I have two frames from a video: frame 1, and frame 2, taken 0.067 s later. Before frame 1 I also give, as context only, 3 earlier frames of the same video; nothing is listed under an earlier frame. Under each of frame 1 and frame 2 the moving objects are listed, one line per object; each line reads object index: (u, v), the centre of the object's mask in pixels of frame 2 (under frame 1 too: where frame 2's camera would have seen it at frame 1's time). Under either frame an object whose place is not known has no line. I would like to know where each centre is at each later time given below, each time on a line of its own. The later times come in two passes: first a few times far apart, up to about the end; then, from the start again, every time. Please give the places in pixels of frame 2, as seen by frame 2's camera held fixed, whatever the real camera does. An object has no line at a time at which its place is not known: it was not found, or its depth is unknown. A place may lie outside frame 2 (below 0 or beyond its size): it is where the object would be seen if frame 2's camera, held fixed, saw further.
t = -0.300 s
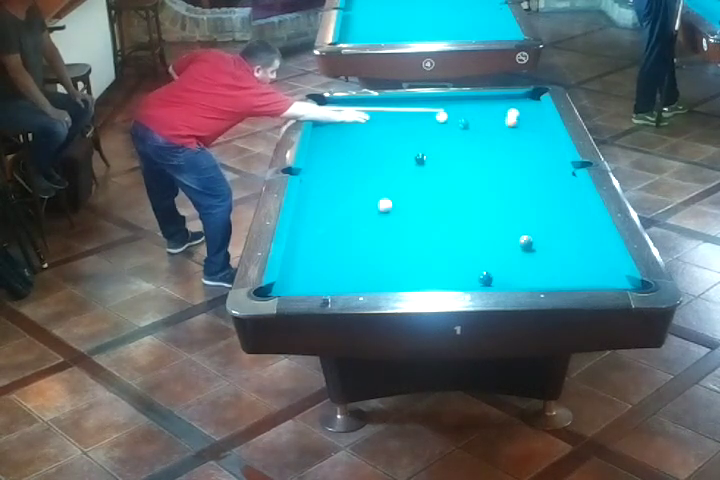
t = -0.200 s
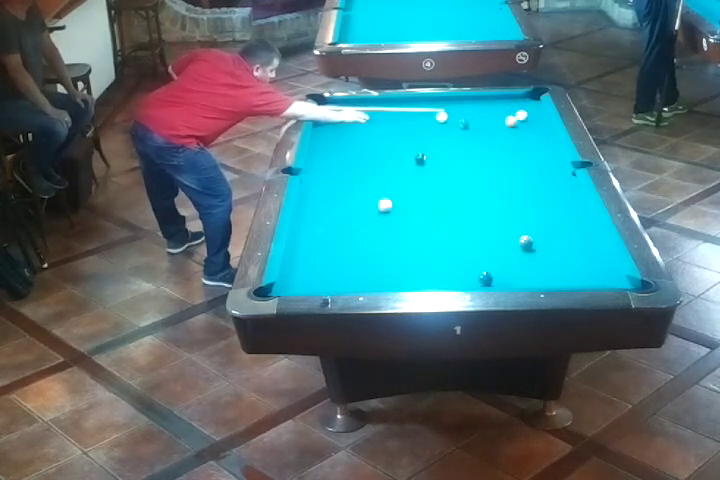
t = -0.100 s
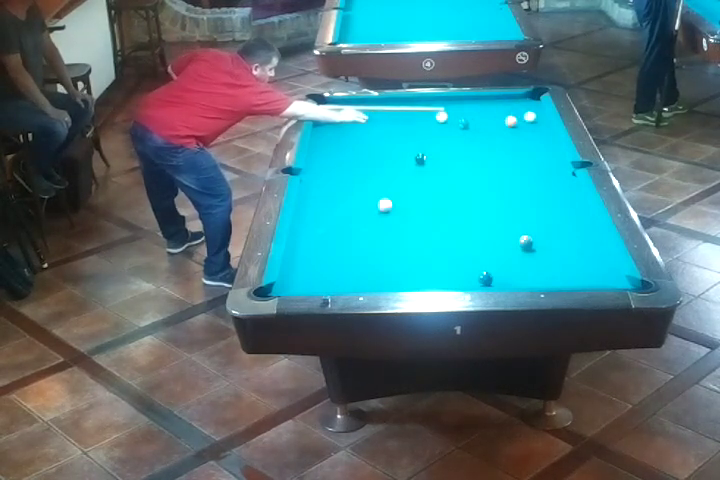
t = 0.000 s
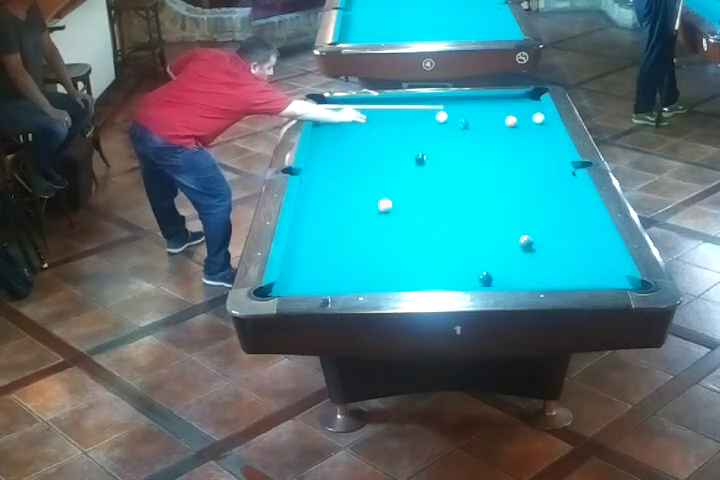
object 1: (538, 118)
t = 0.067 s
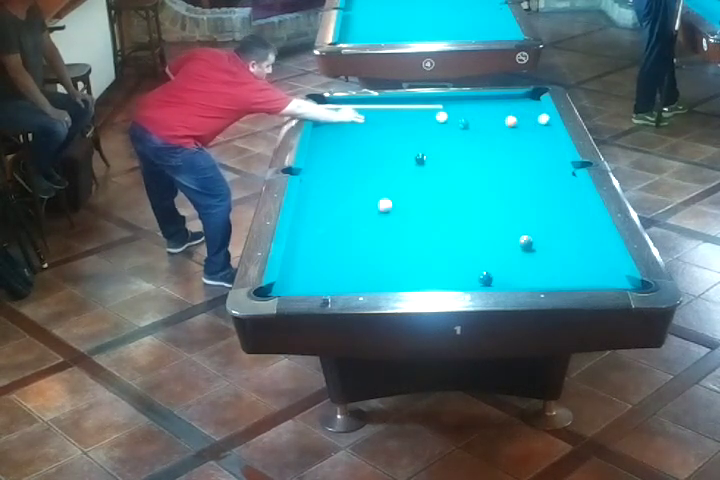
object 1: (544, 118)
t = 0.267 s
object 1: (539, 124)
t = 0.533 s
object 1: (532, 132)
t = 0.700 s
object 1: (528, 137)
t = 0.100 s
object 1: (543, 119)
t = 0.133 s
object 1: (542, 121)
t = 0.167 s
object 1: (542, 122)
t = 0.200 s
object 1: (541, 123)
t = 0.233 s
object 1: (540, 124)
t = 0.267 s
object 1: (539, 124)
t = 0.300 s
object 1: (538, 126)
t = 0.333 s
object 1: (537, 127)
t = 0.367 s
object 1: (536, 128)
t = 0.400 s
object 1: (535, 129)
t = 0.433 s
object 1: (535, 130)
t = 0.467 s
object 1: (534, 131)
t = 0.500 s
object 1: (533, 131)
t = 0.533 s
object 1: (532, 132)
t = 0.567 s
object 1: (531, 133)
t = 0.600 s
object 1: (530, 134)
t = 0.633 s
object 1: (529, 135)
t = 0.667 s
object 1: (529, 136)
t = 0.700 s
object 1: (528, 137)
